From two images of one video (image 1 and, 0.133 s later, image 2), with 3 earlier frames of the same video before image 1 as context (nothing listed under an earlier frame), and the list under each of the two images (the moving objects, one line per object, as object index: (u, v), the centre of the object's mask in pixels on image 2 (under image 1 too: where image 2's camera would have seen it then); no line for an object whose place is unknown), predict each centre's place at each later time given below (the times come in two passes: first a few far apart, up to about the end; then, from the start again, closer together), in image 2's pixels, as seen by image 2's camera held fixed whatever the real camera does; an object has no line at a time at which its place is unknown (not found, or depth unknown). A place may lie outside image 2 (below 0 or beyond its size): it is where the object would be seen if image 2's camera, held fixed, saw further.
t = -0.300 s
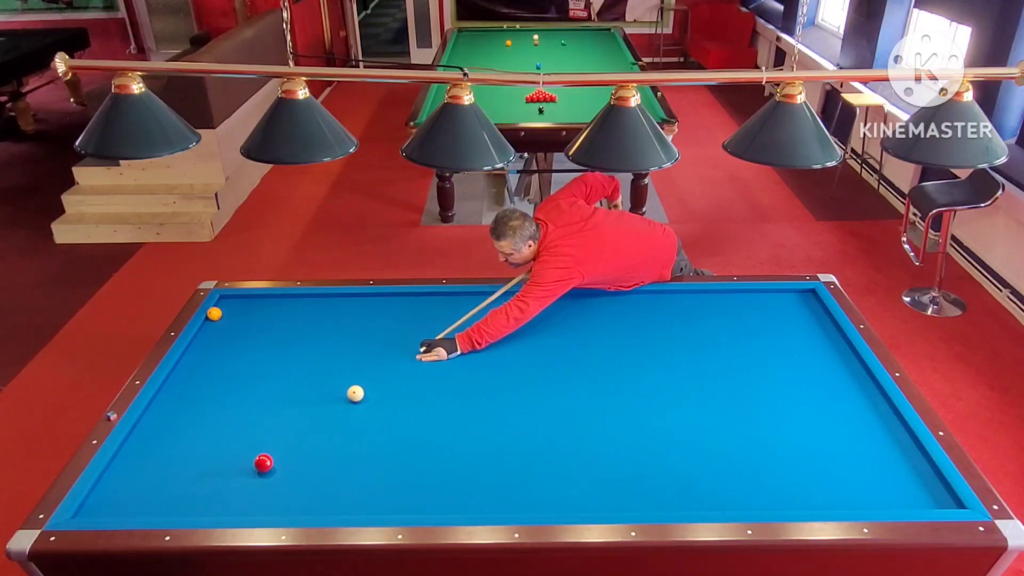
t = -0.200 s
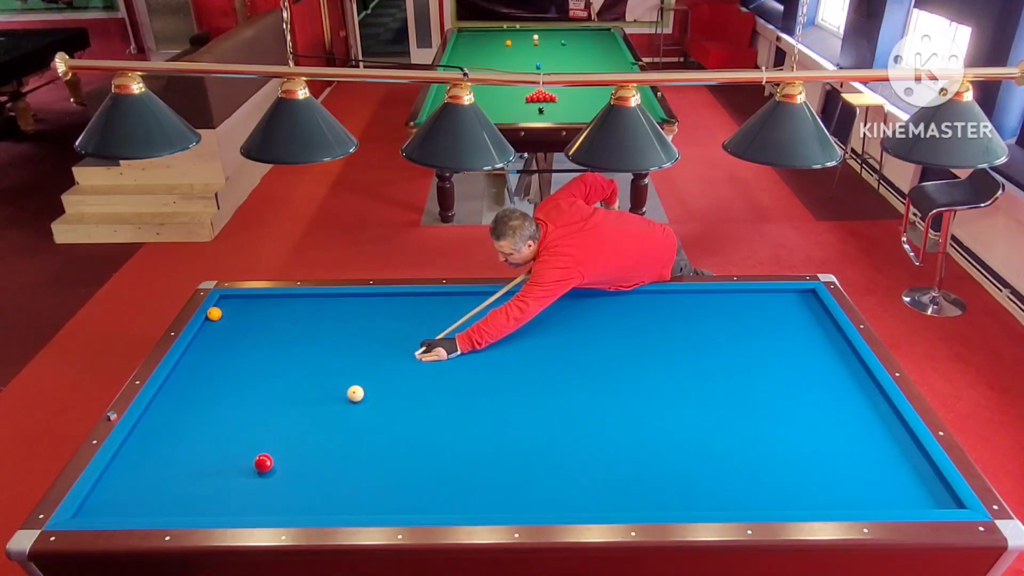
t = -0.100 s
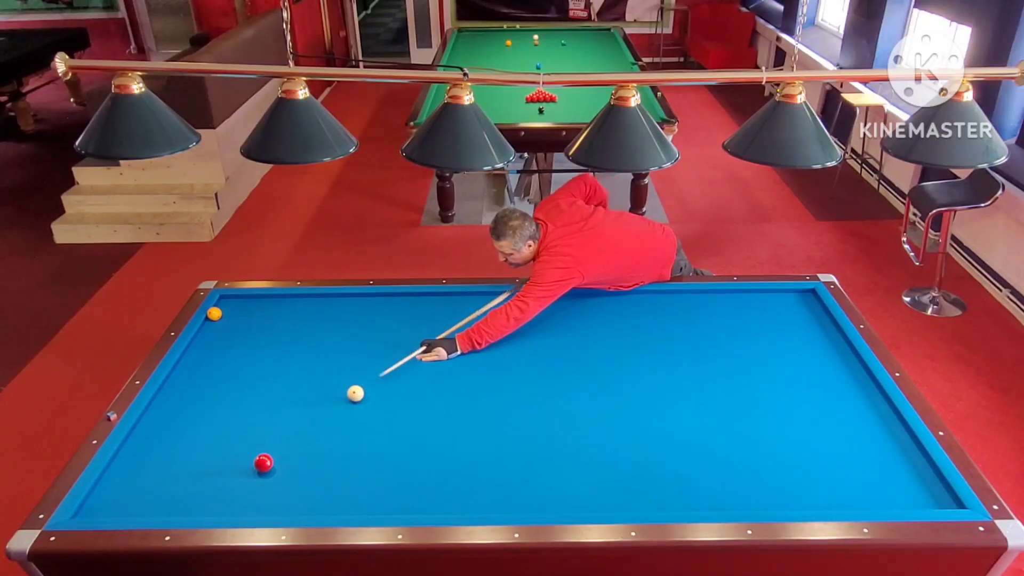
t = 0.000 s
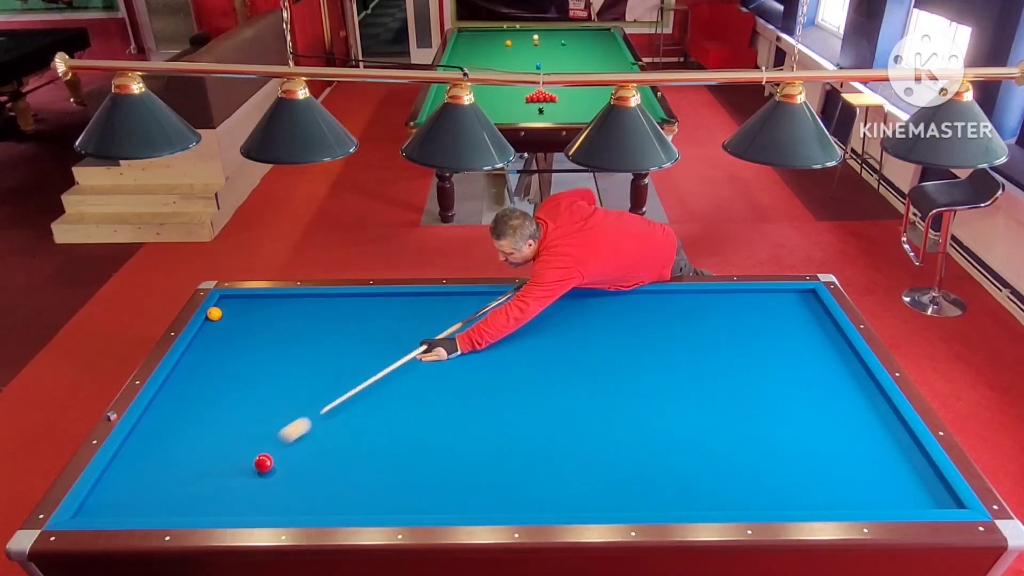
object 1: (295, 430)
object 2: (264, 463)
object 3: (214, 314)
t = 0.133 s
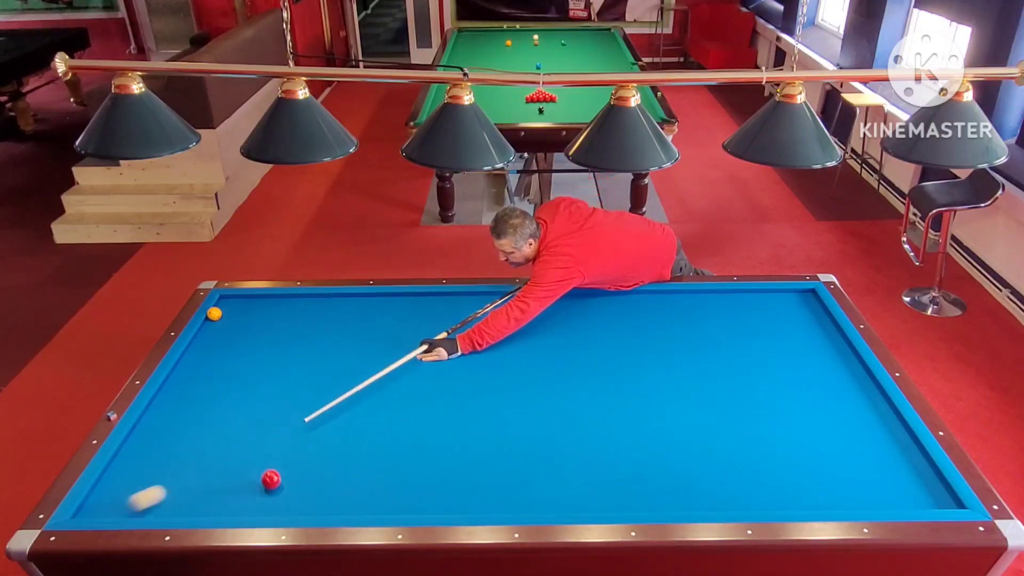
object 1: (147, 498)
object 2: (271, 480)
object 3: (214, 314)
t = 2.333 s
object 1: (859, 442)
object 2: (424, 397)
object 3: (214, 314)
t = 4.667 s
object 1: (424, 348)
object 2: (512, 329)
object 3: (214, 314)
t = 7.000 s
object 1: (242, 307)
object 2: (556, 299)
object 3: (217, 323)
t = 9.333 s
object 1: (258, 303)
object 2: (566, 296)
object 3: (218, 342)
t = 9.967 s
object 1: (258, 303)
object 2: (566, 296)
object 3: (219, 343)
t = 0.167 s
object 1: (109, 510)
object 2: (273, 485)
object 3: (214, 314)
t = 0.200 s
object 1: (93, 500)
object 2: (275, 490)
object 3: (214, 314)
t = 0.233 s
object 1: (117, 484)
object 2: (277, 494)
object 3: (214, 314)
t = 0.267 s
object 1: (145, 470)
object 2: (279, 499)
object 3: (214, 314)
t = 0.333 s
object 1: (198, 443)
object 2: (283, 507)
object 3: (214, 314)
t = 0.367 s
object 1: (221, 431)
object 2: (286, 509)
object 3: (214, 314)
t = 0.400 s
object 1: (244, 419)
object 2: (289, 507)
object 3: (214, 314)
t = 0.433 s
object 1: (265, 409)
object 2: (293, 504)
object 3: (214, 314)
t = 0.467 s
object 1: (285, 399)
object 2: (296, 501)
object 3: (214, 314)
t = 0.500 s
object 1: (304, 389)
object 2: (299, 498)
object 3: (214, 314)
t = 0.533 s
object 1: (321, 380)
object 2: (302, 496)
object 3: (214, 314)
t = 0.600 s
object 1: (354, 364)
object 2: (308, 491)
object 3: (214, 314)
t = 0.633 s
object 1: (368, 356)
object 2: (311, 489)
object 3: (214, 314)
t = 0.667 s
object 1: (382, 349)
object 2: (314, 486)
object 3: (214, 314)
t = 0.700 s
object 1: (395, 342)
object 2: (317, 484)
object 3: (214, 314)
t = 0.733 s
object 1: (408, 336)
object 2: (320, 482)
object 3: (214, 314)
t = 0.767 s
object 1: (419, 330)
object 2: (322, 479)
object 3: (214, 314)
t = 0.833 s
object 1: (441, 319)
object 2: (328, 475)
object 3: (214, 314)
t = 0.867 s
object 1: (452, 314)
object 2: (330, 473)
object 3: (214, 314)
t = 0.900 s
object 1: (462, 308)
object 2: (333, 471)
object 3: (214, 314)
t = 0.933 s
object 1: (472, 303)
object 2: (335, 468)
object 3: (214, 314)
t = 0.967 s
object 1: (482, 298)
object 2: (338, 466)
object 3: (214, 314)
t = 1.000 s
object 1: (492, 295)
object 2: (341, 464)
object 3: (214, 314)
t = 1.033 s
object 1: (501, 299)
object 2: (343, 462)
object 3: (214, 314)
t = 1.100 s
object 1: (521, 306)
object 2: (348, 458)
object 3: (214, 314)
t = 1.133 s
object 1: (531, 309)
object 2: (350, 456)
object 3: (214, 314)
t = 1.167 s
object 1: (541, 313)
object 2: (353, 454)
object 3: (214, 314)
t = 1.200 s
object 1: (552, 316)
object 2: (355, 452)
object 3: (214, 314)
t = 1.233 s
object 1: (562, 319)
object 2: (358, 450)
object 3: (214, 314)
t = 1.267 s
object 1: (572, 321)
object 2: (360, 448)
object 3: (214, 314)
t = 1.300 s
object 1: (583, 324)
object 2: (362, 446)
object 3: (214, 314)
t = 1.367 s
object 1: (604, 330)
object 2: (367, 443)
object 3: (214, 314)
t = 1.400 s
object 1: (615, 333)
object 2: (369, 441)
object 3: (214, 314)
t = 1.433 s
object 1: (626, 336)
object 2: (371, 439)
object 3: (214, 314)
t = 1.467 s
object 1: (637, 339)
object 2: (373, 437)
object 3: (214, 314)
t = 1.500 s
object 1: (649, 342)
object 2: (375, 436)
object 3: (214, 314)
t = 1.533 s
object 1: (660, 345)
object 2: (378, 434)
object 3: (214, 314)
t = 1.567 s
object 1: (672, 349)
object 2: (380, 432)
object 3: (214, 314)
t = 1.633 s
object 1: (695, 355)
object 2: (384, 429)
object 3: (214, 314)
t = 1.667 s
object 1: (707, 358)
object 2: (386, 427)
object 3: (214, 314)
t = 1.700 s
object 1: (719, 362)
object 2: (388, 426)
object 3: (214, 314)
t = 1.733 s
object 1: (732, 365)
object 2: (390, 424)
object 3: (214, 314)
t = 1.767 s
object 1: (744, 368)
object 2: (392, 422)
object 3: (214, 314)
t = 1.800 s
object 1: (756, 372)
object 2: (394, 421)
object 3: (214, 314)
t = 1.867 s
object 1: (782, 379)
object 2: (398, 417)
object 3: (214, 314)
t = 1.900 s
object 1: (795, 382)
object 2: (400, 416)
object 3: (214, 314)
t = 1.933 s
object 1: (809, 386)
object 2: (402, 415)
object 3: (214, 314)
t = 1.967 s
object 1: (822, 390)
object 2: (404, 413)
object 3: (214, 314)
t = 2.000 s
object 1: (836, 393)
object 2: (406, 411)
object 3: (214, 314)
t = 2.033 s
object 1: (850, 397)
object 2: (407, 410)
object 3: (214, 314)
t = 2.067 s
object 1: (864, 401)
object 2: (409, 408)
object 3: (214, 314)
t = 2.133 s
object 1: (889, 409)
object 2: (413, 406)
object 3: (214, 314)
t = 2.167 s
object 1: (884, 414)
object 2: (415, 404)
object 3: (214, 314)
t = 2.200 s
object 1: (878, 420)
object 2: (416, 403)
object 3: (214, 314)
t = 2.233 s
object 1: (872, 425)
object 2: (418, 401)
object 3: (214, 314)
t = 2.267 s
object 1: (868, 431)
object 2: (420, 400)
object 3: (214, 314)
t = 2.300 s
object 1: (863, 436)
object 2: (422, 399)
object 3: (214, 314)
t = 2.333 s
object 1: (859, 442)
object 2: (424, 397)
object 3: (214, 314)
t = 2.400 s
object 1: (852, 453)
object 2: (427, 395)
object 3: (214, 314)
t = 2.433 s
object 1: (848, 458)
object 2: (429, 393)
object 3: (214, 314)
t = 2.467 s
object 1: (844, 464)
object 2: (430, 392)
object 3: (214, 314)
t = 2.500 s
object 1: (841, 470)
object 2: (432, 391)
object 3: (214, 314)
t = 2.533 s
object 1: (836, 477)
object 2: (434, 389)
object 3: (214, 314)
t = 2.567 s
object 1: (833, 483)
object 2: (435, 388)
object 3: (214, 314)
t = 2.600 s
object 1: (828, 489)
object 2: (437, 387)
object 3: (214, 314)
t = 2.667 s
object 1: (820, 501)
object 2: (440, 384)
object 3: (214, 314)
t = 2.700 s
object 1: (813, 502)
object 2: (442, 383)
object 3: (214, 314)
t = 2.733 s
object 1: (803, 498)
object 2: (443, 382)
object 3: (214, 314)
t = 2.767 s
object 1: (794, 493)
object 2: (445, 381)
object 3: (214, 314)
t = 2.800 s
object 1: (784, 489)
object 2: (446, 380)
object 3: (214, 314)
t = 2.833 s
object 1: (775, 486)
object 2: (448, 378)
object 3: (214, 314)
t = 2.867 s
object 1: (767, 482)
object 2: (449, 377)
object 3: (214, 314)
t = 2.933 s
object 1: (750, 475)
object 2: (452, 375)
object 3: (214, 314)
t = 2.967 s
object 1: (742, 472)
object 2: (454, 374)
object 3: (214, 314)
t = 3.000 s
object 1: (733, 469)
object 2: (455, 373)
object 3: (214, 314)
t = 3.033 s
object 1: (725, 466)
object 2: (457, 372)
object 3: (214, 314)
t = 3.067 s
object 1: (717, 462)
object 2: (458, 371)
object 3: (214, 314)
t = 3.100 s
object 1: (709, 460)
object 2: (459, 370)
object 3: (214, 314)
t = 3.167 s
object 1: (694, 453)
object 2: (462, 367)
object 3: (214, 314)
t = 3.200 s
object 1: (686, 451)
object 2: (464, 366)
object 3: (214, 314)
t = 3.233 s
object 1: (679, 448)
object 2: (465, 365)
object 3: (214, 314)
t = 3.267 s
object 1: (672, 445)
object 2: (466, 364)
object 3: (214, 314)
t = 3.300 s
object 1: (664, 442)
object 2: (468, 363)
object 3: (214, 314)
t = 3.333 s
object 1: (657, 439)
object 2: (469, 362)
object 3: (214, 314)
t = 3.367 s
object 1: (650, 436)
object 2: (470, 361)
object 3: (214, 314)
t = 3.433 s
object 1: (636, 431)
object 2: (473, 359)
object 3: (214, 314)
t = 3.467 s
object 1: (629, 428)
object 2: (474, 358)
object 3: (214, 314)
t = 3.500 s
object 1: (622, 425)
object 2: (475, 357)
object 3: (214, 314)
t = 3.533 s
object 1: (615, 423)
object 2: (477, 356)
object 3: (214, 314)
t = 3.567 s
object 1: (609, 420)
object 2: (478, 355)
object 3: (214, 314)
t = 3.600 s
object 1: (602, 417)
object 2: (479, 354)
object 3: (214, 314)
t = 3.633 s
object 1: (596, 415)
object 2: (480, 353)
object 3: (214, 314)
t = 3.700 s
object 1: (583, 410)
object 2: (483, 352)
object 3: (214, 314)
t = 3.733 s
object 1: (576, 407)
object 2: (484, 351)
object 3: (214, 314)
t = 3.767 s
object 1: (570, 405)
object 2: (485, 350)
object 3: (214, 314)
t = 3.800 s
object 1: (564, 402)
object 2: (486, 349)
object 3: (214, 314)
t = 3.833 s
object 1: (558, 400)
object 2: (487, 348)
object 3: (214, 314)
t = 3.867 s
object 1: (552, 398)
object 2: (488, 347)
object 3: (214, 314)
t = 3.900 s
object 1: (545, 396)
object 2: (490, 346)
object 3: (214, 314)
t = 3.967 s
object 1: (534, 391)
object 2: (492, 345)
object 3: (214, 314)
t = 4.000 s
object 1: (528, 389)
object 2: (493, 344)
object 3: (214, 314)
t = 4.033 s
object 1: (522, 386)
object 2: (494, 343)
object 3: (214, 314)
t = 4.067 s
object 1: (516, 384)
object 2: (495, 342)
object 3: (214, 314)
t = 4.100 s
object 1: (511, 382)
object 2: (496, 342)
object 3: (214, 314)
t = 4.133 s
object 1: (505, 380)
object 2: (497, 341)
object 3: (214, 314)
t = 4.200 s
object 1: (494, 376)
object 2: (499, 339)
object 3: (214, 314)
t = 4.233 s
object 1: (489, 373)
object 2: (500, 338)
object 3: (214, 314)
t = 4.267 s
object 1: (484, 371)
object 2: (501, 338)
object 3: (214, 314)
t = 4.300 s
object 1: (478, 369)
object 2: (502, 337)
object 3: (214, 314)
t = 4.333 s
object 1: (473, 367)
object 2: (503, 336)
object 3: (214, 314)
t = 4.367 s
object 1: (468, 365)
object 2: (504, 335)
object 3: (214, 314)
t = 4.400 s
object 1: (463, 363)
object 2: (505, 335)
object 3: (214, 314)
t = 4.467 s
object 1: (453, 359)
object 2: (507, 333)
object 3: (214, 314)
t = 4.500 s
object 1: (448, 357)
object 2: (508, 333)
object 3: (214, 314)
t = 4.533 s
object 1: (443, 356)
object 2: (509, 332)
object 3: (214, 314)
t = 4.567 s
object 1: (438, 354)
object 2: (510, 331)
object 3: (214, 314)
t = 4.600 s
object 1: (433, 352)
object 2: (511, 330)
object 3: (214, 314)
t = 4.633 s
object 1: (428, 350)
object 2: (511, 330)
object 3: (214, 314)
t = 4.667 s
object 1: (424, 348)
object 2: (512, 329)
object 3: (214, 314)
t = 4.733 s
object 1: (414, 345)
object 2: (514, 328)
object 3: (214, 314)
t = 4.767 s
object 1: (410, 343)
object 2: (515, 327)
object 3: (214, 314)
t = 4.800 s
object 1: (405, 341)
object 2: (516, 327)
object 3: (214, 314)
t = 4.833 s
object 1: (401, 339)
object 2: (516, 326)
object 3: (214, 314)
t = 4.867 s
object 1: (396, 337)
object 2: (517, 325)
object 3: (214, 314)
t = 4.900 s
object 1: (392, 336)
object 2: (518, 325)
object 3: (214, 314)
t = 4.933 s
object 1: (388, 334)
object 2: (519, 324)
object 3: (214, 314)
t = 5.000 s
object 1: (379, 331)
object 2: (521, 323)
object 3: (214, 314)
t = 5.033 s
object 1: (375, 329)
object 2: (521, 323)
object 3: (214, 314)
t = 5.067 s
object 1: (371, 327)
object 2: (522, 322)
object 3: (214, 314)
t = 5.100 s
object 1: (366, 326)
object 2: (523, 321)
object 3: (214, 314)
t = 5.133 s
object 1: (362, 324)
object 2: (524, 321)
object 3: (214, 314)
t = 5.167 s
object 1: (358, 323)
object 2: (524, 320)
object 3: (214, 314)
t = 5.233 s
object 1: (350, 319)
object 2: (526, 319)
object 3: (214, 314)
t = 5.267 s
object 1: (346, 318)
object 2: (527, 319)
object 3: (214, 314)
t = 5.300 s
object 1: (342, 316)
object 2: (527, 318)
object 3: (214, 314)
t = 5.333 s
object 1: (339, 315)
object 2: (528, 317)
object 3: (214, 314)
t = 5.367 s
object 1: (335, 313)
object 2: (529, 317)
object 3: (214, 314)
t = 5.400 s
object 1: (331, 312)
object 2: (530, 317)
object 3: (214, 314)
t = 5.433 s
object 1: (327, 310)
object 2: (530, 316)
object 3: (214, 314)
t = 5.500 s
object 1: (320, 308)
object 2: (532, 315)
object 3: (214, 314)
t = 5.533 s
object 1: (316, 306)
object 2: (532, 314)
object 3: (214, 314)
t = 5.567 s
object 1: (312, 305)
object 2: (533, 314)
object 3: (214, 314)
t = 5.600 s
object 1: (308, 303)
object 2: (534, 314)
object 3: (214, 314)
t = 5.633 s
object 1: (305, 302)
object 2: (534, 313)
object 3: (214, 314)
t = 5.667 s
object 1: (301, 301)
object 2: (535, 313)
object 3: (214, 314)
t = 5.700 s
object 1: (298, 299)
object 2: (536, 312)
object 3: (214, 314)
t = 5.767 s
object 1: (291, 297)
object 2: (537, 311)
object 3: (214, 314)
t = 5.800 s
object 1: (287, 298)
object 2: (538, 311)
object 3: (214, 314)
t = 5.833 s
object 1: (283, 299)
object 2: (538, 311)
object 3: (214, 314)
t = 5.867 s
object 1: (280, 300)
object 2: (539, 310)
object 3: (214, 314)
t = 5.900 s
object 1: (276, 301)
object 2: (539, 310)
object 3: (214, 314)
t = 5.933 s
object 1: (273, 301)
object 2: (540, 309)
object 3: (214, 314)
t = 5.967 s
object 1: (269, 302)
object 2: (541, 309)
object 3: (214, 314)
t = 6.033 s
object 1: (262, 303)
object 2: (542, 308)
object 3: (214, 314)
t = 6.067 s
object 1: (259, 304)
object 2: (542, 308)
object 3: (214, 314)
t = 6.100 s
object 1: (255, 305)
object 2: (543, 307)
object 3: (214, 314)
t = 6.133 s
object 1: (251, 306)
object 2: (544, 307)
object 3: (214, 314)
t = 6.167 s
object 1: (248, 306)
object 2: (544, 307)
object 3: (214, 314)
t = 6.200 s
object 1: (244, 307)
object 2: (545, 306)
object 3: (214, 314)
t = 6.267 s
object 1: (237, 309)
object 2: (546, 305)
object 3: (214, 314)
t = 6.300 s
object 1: (233, 309)
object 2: (546, 305)
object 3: (214, 314)
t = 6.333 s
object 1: (230, 310)
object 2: (547, 305)
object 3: (214, 314)
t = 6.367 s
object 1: (229, 310)
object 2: (547, 304)
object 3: (214, 314)
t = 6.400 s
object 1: (230, 310)
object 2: (548, 304)
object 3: (214, 314)
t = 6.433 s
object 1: (231, 310)
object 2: (548, 304)
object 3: (214, 315)
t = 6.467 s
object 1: (231, 309)
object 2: (549, 303)
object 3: (215, 315)
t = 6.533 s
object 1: (233, 309)
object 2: (550, 303)
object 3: (215, 316)
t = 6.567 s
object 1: (233, 309)
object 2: (550, 302)
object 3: (215, 317)
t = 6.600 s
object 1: (234, 309)
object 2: (551, 302)
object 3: (215, 317)
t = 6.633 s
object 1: (235, 309)
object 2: (551, 302)
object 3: (215, 318)
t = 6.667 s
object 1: (236, 309)
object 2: (552, 302)
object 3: (216, 318)
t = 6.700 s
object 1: (237, 308)
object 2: (552, 301)
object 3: (216, 319)
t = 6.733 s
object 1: (237, 308)
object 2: (553, 301)
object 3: (216, 319)
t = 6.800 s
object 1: (239, 308)
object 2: (553, 300)
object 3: (216, 320)
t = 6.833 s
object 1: (239, 308)
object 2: (554, 300)
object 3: (216, 320)
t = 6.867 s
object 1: (240, 307)
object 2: (554, 300)
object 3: (216, 321)
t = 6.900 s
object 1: (241, 307)
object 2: (555, 300)
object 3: (216, 321)
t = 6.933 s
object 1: (241, 307)
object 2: (555, 299)
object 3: (217, 322)
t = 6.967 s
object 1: (242, 307)
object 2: (556, 299)
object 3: (217, 322)
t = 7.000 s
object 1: (242, 307)
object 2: (556, 299)
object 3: (217, 323)
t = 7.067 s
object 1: (244, 306)
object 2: (557, 298)
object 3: (217, 323)
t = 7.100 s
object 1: (244, 306)
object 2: (557, 298)
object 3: (217, 324)
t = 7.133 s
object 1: (245, 306)
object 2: (558, 298)
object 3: (217, 324)
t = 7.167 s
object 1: (246, 306)
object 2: (558, 298)
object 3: (217, 325)
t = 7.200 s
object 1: (246, 306)
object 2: (558, 297)
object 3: (218, 325)
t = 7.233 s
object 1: (246, 306)
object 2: (559, 297)
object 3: (218, 326)
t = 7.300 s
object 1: (248, 305)
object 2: (559, 297)
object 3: (218, 326)
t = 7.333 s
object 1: (248, 305)
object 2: (560, 297)
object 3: (218, 327)
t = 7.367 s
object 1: (248, 305)
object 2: (560, 296)
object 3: (218, 327)
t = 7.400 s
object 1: (249, 305)
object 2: (560, 296)
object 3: (218, 328)
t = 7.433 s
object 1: (249, 305)
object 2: (560, 296)
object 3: (218, 328)
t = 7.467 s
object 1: (249, 305)
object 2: (561, 296)
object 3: (218, 328)
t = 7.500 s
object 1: (250, 305)
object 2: (561, 296)
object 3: (218, 329)
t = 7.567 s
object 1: (251, 304)
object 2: (562, 295)
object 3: (219, 329)
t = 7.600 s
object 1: (251, 304)
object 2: (562, 295)
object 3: (219, 330)
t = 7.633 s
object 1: (252, 304)
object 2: (562, 295)
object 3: (219, 330)
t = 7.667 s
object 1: (252, 304)
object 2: (563, 295)
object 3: (219, 331)
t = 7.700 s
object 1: (253, 304)
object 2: (563, 295)
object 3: (219, 331)
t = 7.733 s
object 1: (253, 304)
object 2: (563, 294)
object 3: (219, 331)
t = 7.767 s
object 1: (253, 304)
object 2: (563, 294)
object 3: (219, 332)
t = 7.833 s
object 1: (254, 304)
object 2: (564, 295)
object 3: (219, 332)
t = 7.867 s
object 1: (255, 304)
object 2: (564, 295)
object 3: (219, 333)
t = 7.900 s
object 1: (255, 304)
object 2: (564, 295)
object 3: (219, 333)
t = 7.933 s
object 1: (255, 303)
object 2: (564, 295)
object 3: (219, 333)
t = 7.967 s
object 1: (255, 303)
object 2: (565, 295)
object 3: (219, 334)
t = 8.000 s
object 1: (255, 303)
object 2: (565, 295)
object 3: (219, 334)
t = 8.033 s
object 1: (256, 303)
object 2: (565, 295)
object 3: (219, 334)
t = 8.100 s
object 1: (256, 303)
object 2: (565, 295)
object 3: (219, 335)
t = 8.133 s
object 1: (256, 303)
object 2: (565, 295)
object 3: (219, 335)
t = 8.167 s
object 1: (257, 303)
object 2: (565, 295)
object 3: (219, 335)
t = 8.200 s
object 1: (257, 303)
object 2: (565, 295)
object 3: (219, 336)
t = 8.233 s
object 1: (257, 303)
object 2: (565, 295)
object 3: (219, 336)
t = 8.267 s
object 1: (257, 303)
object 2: (565, 296)
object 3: (219, 336)
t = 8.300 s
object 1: (257, 303)
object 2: (565, 296)
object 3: (219, 336)
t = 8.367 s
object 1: (257, 303)
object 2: (566, 296)
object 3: (219, 337)
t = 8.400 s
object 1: (257, 303)
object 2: (566, 296)
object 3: (219, 337)
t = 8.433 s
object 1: (258, 303)
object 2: (566, 296)
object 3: (219, 337)
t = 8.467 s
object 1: (258, 303)
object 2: (566, 296)
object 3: (219, 338)
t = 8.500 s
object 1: (258, 303)
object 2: (566, 296)
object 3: (219, 338)
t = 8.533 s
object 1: (258, 303)
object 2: (566, 296)
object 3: (219, 338)
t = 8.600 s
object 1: (258, 303)
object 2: (566, 296)
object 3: (219, 338)
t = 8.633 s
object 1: (258, 303)
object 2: (566, 296)
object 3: (219, 339)
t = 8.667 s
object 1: (258, 303)
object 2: (566, 296)
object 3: (219, 339)
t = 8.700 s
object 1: (258, 303)
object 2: (566, 296)
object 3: (219, 339)
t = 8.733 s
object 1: (258, 303)
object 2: (566, 296)
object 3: (219, 339)
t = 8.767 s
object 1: (258, 303)
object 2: (566, 296)
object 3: (219, 340)
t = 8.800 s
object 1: (258, 303)
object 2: (566, 296)
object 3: (219, 340)
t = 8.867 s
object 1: (258, 303)
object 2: (566, 296)
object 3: (219, 340)
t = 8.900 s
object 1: (258, 303)
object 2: (566, 296)
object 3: (219, 340)
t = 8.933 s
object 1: (258, 303)
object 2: (566, 296)
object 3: (219, 340)
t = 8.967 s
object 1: (258, 303)
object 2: (566, 296)
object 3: (219, 341)
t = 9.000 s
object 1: (258, 303)
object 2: (566, 296)
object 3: (219, 341)
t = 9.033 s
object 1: (258, 303)
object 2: (566, 296)
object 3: (219, 341)
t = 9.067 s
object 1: (258, 303)
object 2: (566, 296)
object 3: (219, 341)
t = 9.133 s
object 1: (258, 303)
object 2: (566, 296)
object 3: (219, 341)
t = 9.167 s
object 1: (258, 303)
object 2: (566, 296)
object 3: (219, 341)
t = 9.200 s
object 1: (258, 303)
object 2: (566, 296)
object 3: (219, 342)
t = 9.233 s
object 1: (258, 303)
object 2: (566, 296)
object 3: (219, 342)
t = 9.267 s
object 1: (258, 303)
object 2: (566, 296)
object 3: (218, 342)
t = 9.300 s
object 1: (258, 303)
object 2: (566, 296)
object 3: (218, 342)
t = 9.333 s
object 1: (258, 303)
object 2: (566, 296)
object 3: (218, 342)
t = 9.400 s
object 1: (258, 303)
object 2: (566, 296)
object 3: (218, 342)
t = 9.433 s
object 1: (258, 303)
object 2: (566, 296)
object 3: (218, 342)
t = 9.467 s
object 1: (258, 303)
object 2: (566, 296)
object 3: (218, 342)
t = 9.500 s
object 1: (258, 303)
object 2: (566, 296)
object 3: (218, 342)
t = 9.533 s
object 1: (258, 303)
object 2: (566, 296)
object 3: (218, 343)
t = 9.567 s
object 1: (258, 303)
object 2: (566, 296)
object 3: (218, 343)
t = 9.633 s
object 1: (258, 303)
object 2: (566, 296)
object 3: (218, 343)
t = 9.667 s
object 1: (258, 303)
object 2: (566, 296)
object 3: (218, 343)
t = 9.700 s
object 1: (258, 303)
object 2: (566, 296)
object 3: (218, 343)
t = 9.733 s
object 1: (258, 303)
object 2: (566, 296)
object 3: (218, 343)
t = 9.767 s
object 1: (258, 303)
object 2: (566, 296)
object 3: (218, 343)
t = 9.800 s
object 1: (258, 303)
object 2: (566, 296)
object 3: (218, 343)
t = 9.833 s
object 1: (258, 303)
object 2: (566, 296)
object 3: (218, 343)
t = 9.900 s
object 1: (258, 303)
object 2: (566, 296)
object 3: (219, 343)
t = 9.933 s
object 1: (258, 303)
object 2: (566, 296)
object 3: (219, 343)
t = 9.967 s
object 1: (258, 303)
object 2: (566, 296)
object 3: (219, 343)
